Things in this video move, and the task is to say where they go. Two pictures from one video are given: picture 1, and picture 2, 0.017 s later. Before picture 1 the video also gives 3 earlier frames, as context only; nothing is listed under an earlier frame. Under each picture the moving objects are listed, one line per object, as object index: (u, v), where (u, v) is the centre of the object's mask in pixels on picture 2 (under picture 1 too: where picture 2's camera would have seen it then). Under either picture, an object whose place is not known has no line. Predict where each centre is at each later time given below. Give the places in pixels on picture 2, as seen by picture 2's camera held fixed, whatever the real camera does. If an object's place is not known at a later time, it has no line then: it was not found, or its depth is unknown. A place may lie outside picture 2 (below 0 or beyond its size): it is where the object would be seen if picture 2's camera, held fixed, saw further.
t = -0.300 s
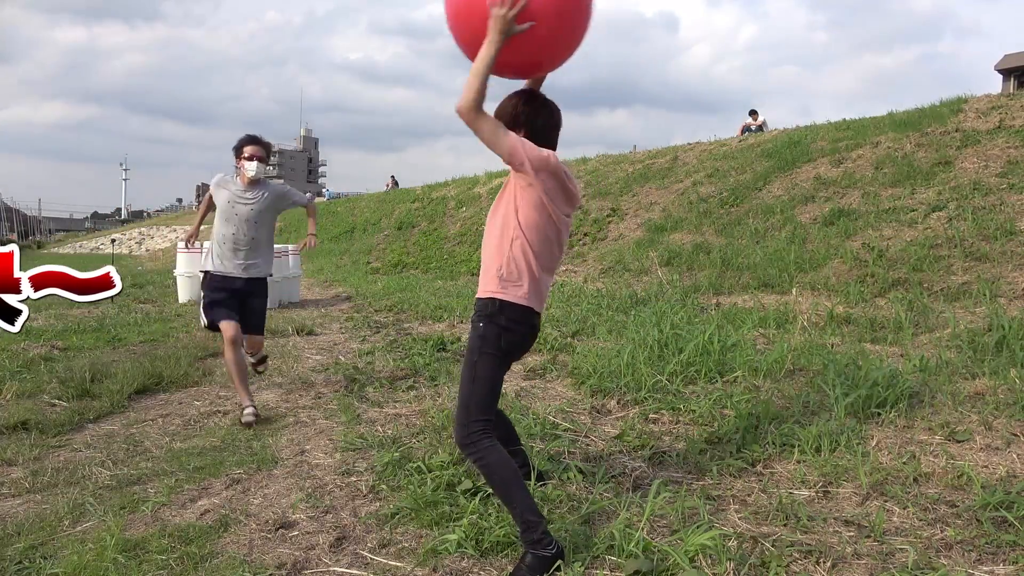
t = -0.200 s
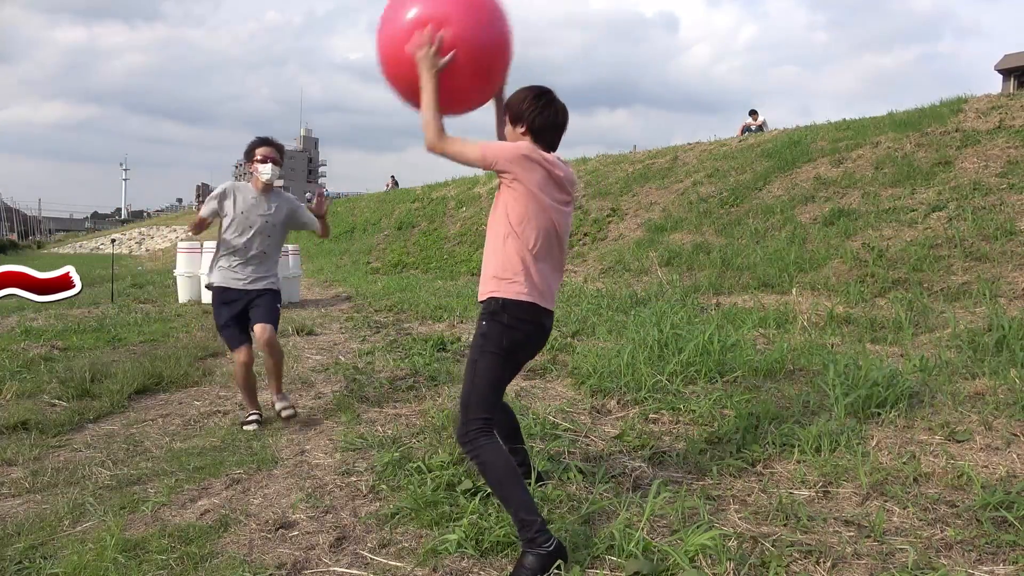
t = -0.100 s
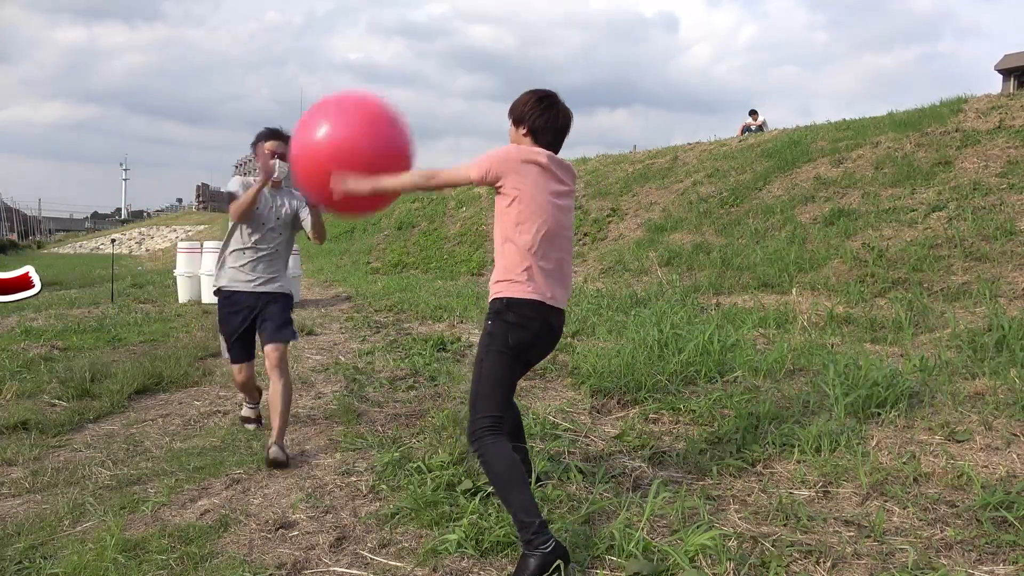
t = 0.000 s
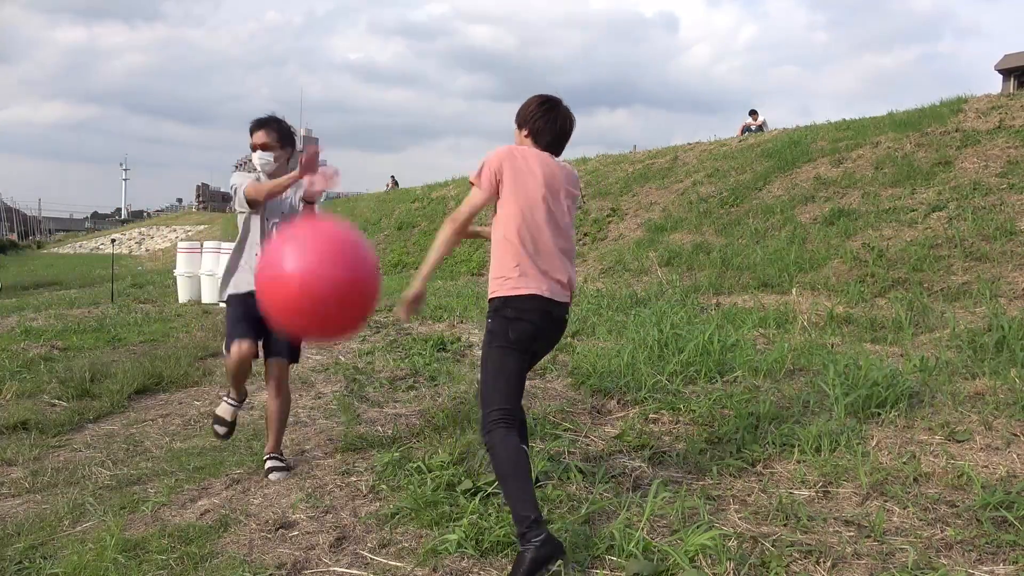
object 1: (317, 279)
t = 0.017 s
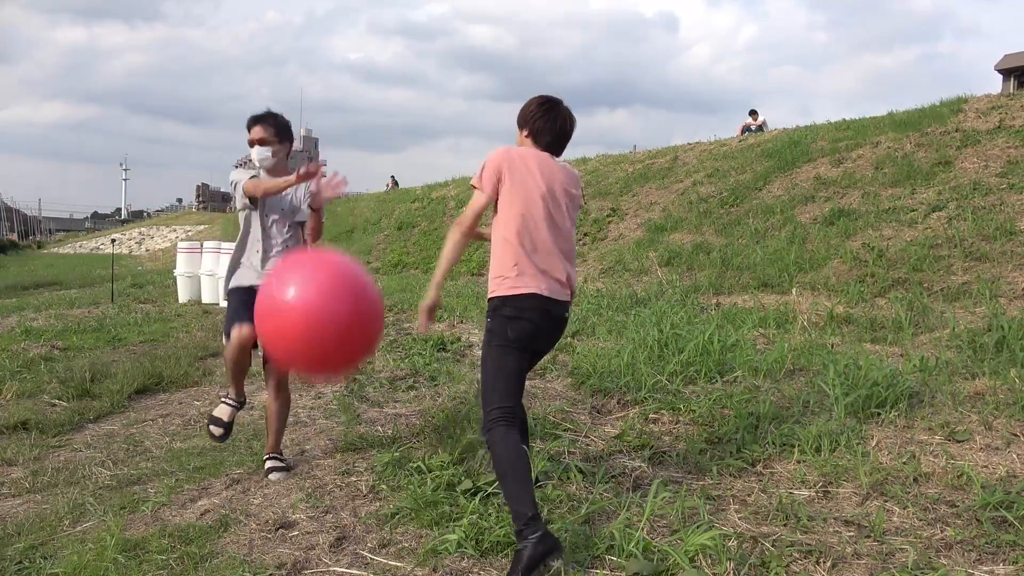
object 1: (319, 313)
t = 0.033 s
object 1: (320, 349)
